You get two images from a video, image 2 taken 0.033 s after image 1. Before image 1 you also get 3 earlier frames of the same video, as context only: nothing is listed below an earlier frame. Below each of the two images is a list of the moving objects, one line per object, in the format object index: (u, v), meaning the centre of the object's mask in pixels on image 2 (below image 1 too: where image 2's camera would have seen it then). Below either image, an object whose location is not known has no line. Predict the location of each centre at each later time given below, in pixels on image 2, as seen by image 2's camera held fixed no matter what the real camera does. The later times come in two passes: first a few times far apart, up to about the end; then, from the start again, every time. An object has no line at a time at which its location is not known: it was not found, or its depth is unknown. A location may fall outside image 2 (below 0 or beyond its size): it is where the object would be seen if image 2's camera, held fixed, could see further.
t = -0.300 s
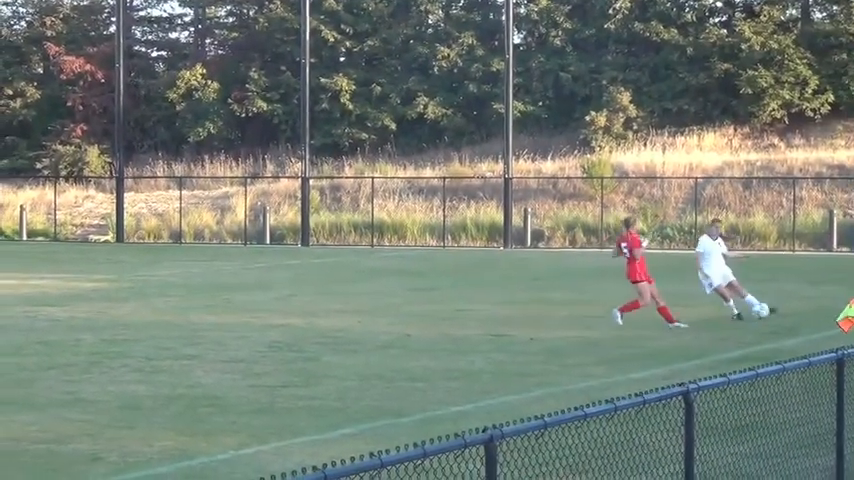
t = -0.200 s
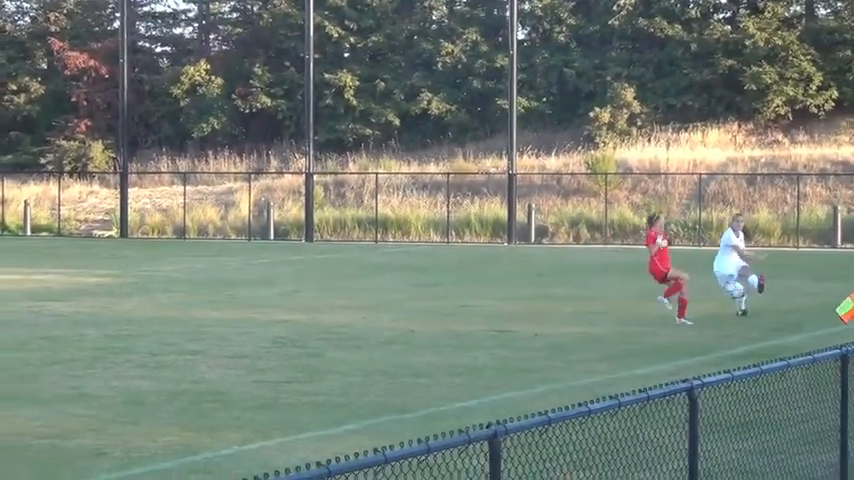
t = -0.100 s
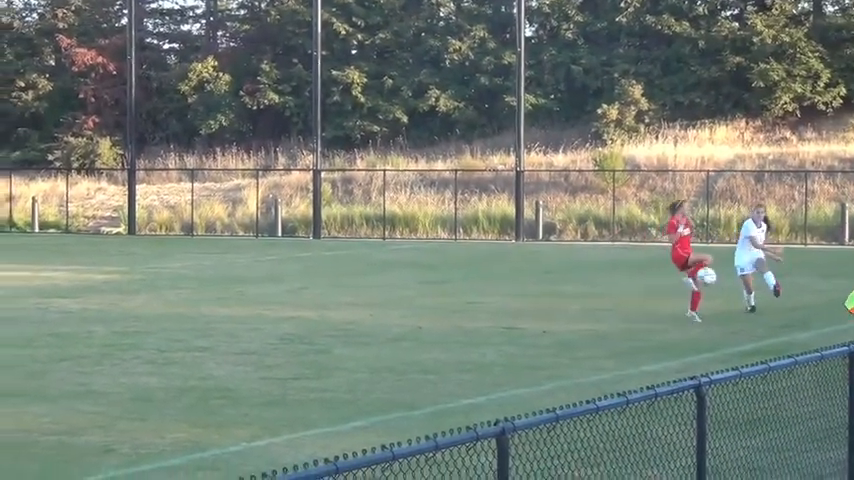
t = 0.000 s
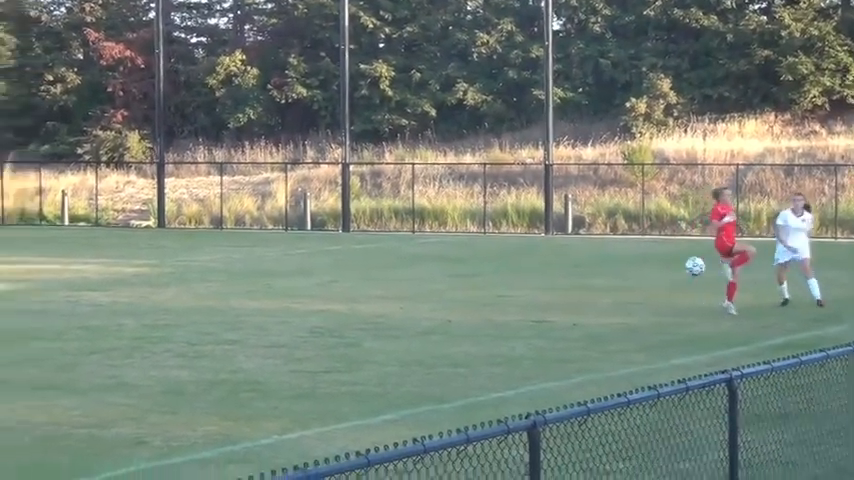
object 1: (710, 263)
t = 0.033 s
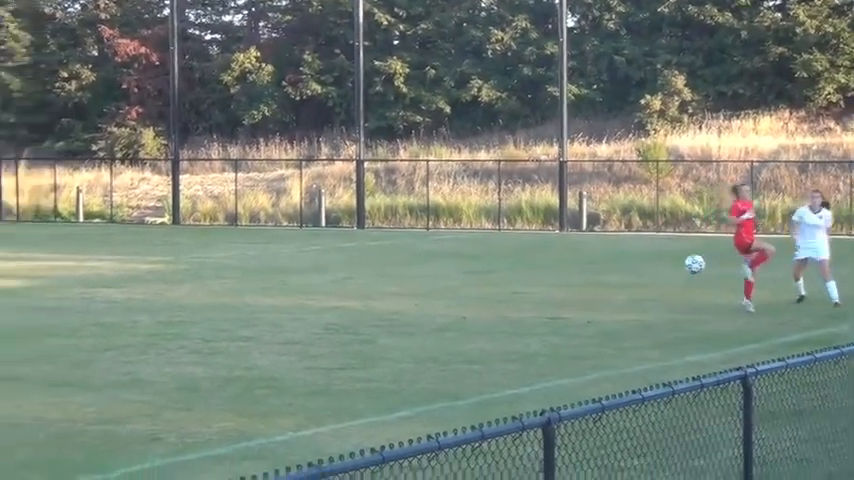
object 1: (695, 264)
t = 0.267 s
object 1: (572, 299)
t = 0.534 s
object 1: (428, 324)
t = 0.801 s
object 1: (307, 316)
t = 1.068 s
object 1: (168, 391)
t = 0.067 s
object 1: (678, 265)
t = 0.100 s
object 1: (663, 268)
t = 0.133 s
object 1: (646, 272)
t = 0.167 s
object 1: (630, 276)
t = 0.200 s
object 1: (612, 282)
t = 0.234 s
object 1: (592, 290)
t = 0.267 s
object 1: (572, 299)
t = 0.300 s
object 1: (552, 309)
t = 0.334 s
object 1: (531, 320)
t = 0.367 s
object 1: (509, 333)
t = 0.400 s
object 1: (486, 347)
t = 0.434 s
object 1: (469, 347)
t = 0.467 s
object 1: (455, 339)
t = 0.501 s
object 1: (442, 331)
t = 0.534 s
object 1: (428, 324)
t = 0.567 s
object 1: (414, 318)
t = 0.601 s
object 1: (400, 315)
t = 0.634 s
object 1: (385, 311)
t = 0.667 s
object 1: (370, 310)
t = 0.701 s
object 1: (355, 309)
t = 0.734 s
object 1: (340, 310)
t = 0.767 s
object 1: (323, 311)
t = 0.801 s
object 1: (307, 316)
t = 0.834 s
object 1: (293, 321)
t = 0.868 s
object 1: (276, 327)
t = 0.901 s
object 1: (259, 335)
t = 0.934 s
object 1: (241, 344)
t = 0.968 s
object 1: (223, 355)
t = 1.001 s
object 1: (205, 368)
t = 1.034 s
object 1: (187, 382)
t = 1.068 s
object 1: (168, 391)
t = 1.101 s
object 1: (149, 386)
